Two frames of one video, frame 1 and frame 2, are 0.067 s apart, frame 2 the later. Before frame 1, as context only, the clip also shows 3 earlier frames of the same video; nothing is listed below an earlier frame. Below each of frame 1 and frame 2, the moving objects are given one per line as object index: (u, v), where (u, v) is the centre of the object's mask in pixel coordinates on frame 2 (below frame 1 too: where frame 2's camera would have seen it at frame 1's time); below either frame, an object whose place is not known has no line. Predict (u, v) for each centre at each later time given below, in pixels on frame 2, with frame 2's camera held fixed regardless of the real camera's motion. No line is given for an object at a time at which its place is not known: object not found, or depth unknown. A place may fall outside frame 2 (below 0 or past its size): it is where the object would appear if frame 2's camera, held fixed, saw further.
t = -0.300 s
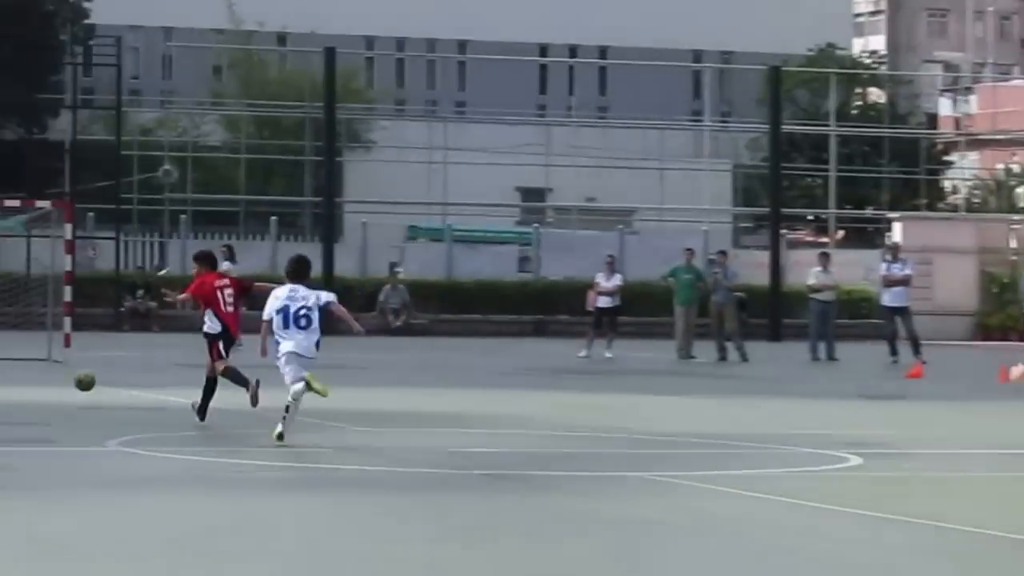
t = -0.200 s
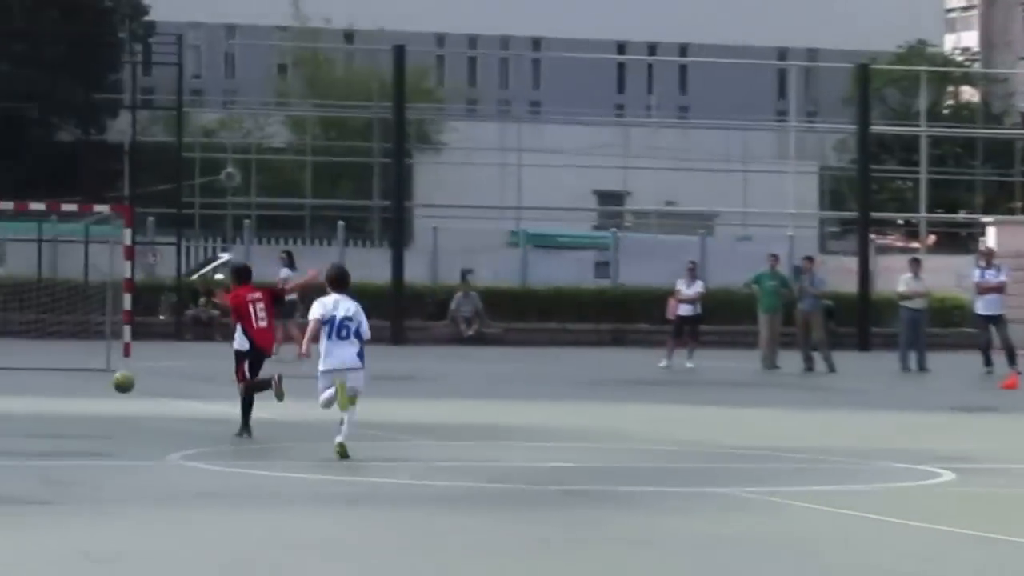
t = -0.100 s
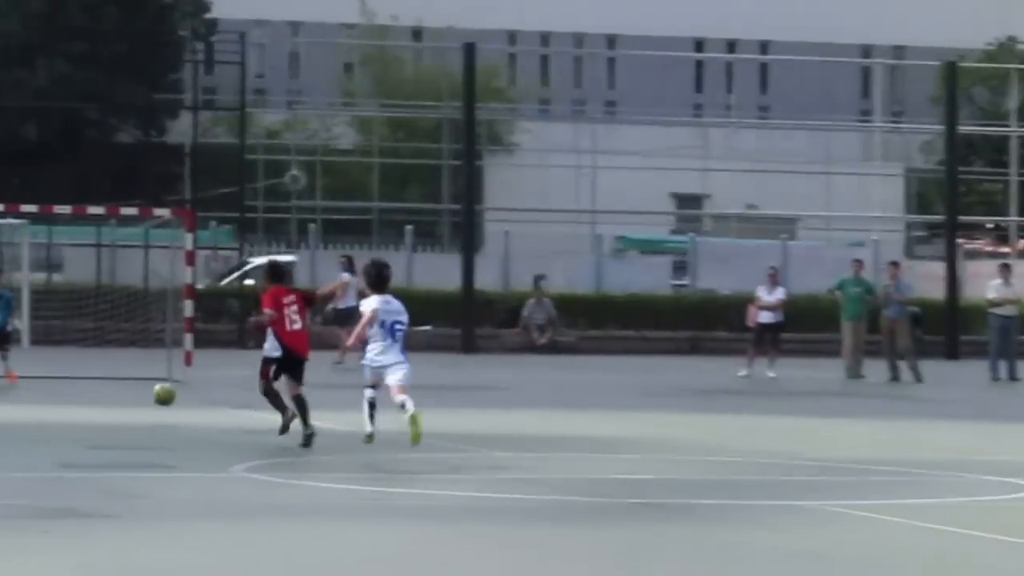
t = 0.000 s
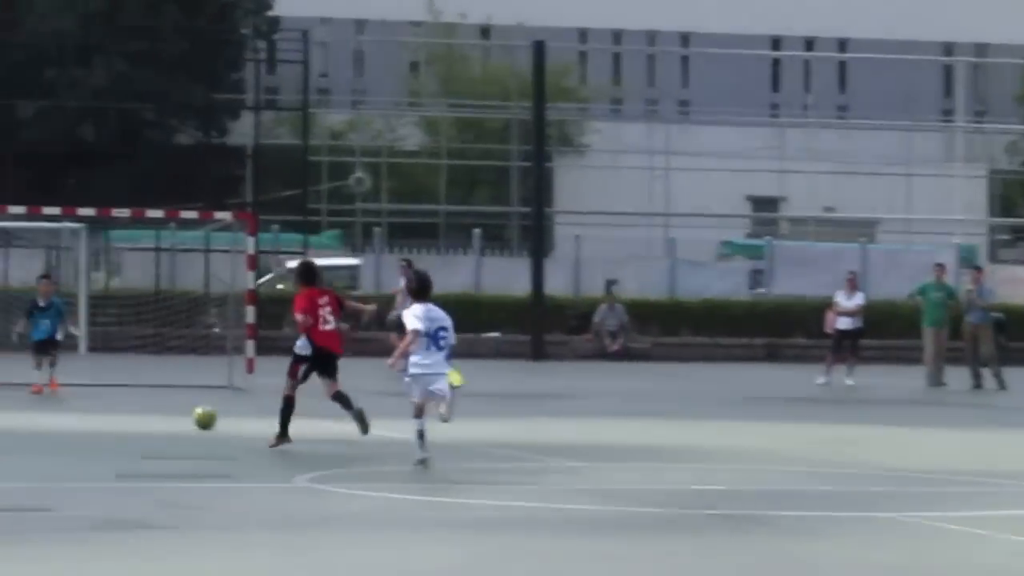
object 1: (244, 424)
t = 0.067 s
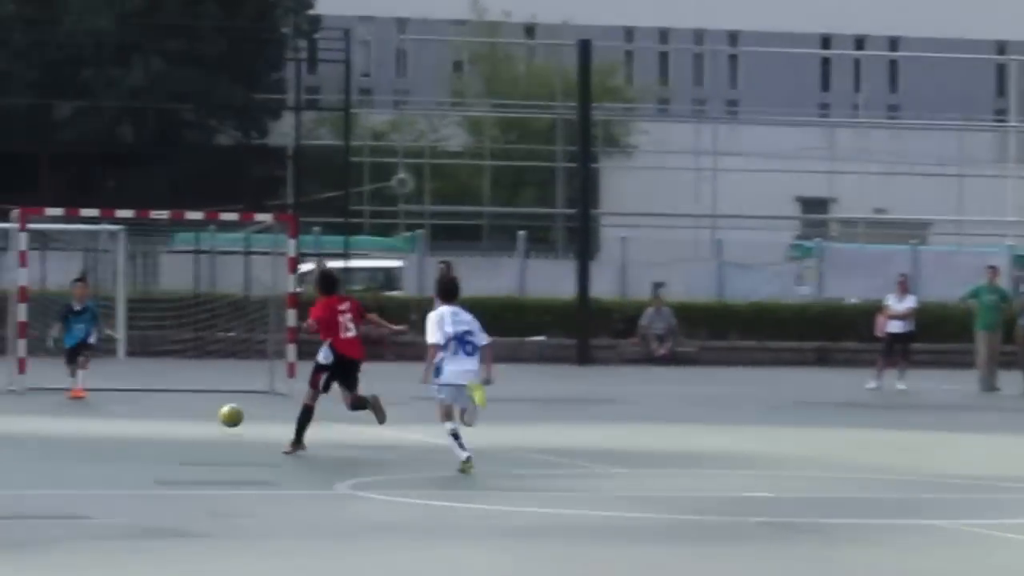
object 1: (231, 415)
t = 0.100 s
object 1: (224, 412)
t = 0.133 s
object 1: (217, 411)
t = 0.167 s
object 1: (211, 411)
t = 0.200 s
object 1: (204, 411)
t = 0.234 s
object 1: (198, 413)
